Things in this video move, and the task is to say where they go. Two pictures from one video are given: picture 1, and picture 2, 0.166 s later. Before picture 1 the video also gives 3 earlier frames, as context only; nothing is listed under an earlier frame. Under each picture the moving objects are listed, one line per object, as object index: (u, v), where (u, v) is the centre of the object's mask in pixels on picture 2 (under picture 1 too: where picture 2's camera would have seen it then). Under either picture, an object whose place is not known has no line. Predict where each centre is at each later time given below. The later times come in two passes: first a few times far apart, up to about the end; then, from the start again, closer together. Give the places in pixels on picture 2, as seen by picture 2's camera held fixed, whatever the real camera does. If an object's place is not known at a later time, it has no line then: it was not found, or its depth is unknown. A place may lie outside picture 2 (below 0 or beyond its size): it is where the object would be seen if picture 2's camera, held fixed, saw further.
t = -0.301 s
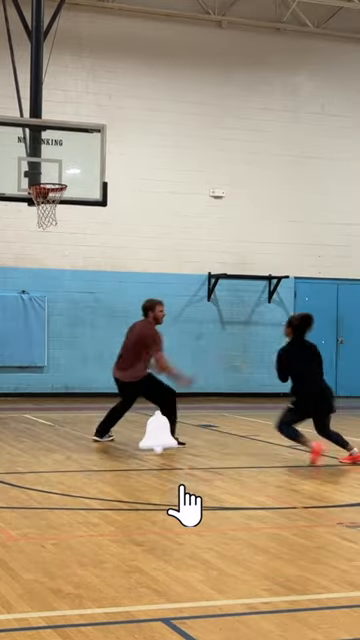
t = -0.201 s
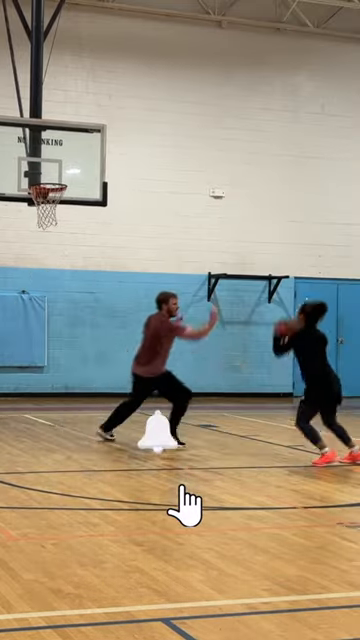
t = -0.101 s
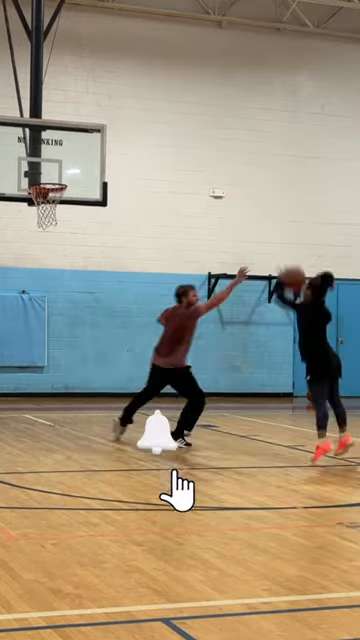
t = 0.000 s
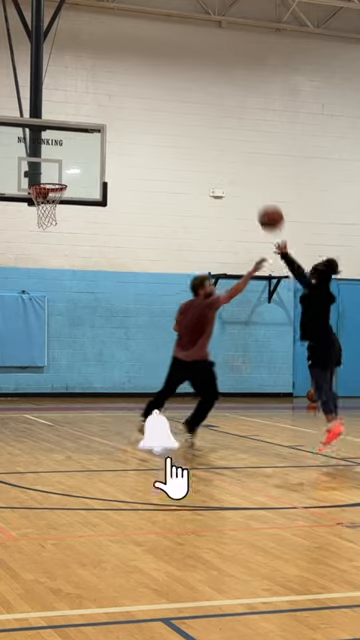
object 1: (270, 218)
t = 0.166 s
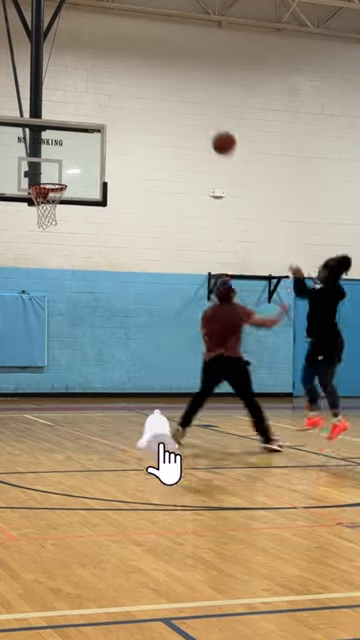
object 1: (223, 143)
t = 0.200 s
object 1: (215, 132)
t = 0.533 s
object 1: (135, 84)
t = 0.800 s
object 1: (81, 115)
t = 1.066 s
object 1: (44, 184)
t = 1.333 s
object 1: (42, 207)
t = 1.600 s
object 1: (27, 243)
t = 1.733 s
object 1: (21, 280)
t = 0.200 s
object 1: (215, 132)
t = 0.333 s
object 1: (181, 100)
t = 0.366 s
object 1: (173, 94)
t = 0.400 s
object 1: (165, 90)
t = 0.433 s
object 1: (158, 87)
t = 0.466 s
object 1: (150, 86)
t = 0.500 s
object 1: (143, 85)
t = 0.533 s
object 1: (135, 84)
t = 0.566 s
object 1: (128, 86)
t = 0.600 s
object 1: (121, 87)
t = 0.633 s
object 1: (114, 90)
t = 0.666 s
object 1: (107, 94)
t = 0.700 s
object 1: (101, 98)
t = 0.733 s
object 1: (94, 103)
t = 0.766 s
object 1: (87, 109)
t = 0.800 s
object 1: (81, 115)
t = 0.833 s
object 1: (75, 122)
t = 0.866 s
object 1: (69, 131)
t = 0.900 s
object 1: (63, 140)
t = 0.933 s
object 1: (57, 149)
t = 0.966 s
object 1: (52, 159)
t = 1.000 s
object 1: (46, 169)
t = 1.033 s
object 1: (44, 176)
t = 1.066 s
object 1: (44, 184)
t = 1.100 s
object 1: (45, 184)
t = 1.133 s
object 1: (46, 185)
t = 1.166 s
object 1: (47, 188)
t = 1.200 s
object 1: (51, 190)
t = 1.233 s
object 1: (54, 192)
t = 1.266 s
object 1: (52, 196)
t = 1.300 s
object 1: (45, 203)
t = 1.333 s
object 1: (42, 207)
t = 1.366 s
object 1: (38, 212)
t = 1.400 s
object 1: (36, 214)
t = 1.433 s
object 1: (35, 216)
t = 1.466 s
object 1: (34, 220)
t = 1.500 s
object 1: (32, 225)
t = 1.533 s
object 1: (31, 230)
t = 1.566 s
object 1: (29, 236)
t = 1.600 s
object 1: (27, 243)
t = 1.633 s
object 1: (26, 251)
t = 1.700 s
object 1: (23, 269)
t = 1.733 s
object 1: (21, 280)
